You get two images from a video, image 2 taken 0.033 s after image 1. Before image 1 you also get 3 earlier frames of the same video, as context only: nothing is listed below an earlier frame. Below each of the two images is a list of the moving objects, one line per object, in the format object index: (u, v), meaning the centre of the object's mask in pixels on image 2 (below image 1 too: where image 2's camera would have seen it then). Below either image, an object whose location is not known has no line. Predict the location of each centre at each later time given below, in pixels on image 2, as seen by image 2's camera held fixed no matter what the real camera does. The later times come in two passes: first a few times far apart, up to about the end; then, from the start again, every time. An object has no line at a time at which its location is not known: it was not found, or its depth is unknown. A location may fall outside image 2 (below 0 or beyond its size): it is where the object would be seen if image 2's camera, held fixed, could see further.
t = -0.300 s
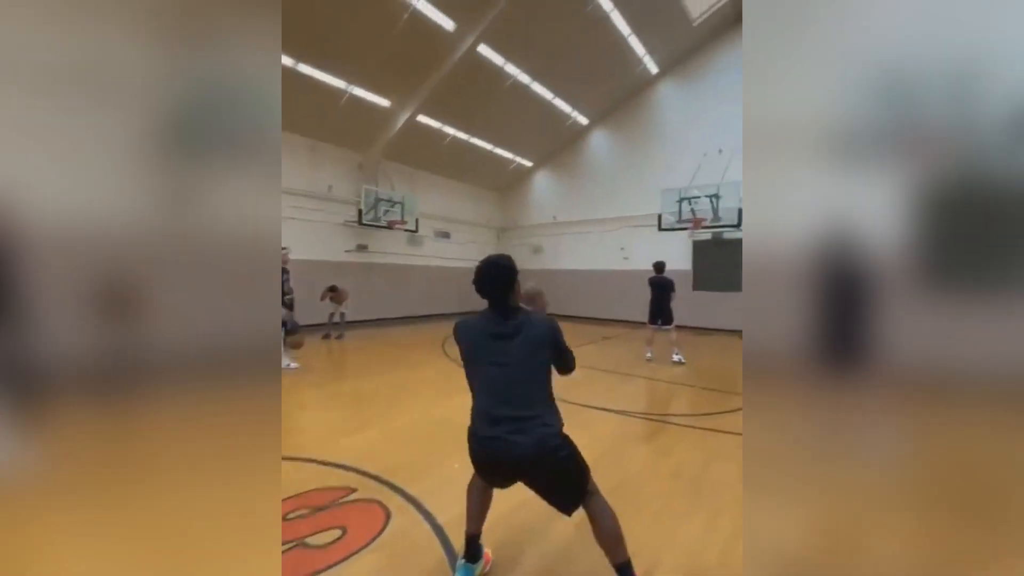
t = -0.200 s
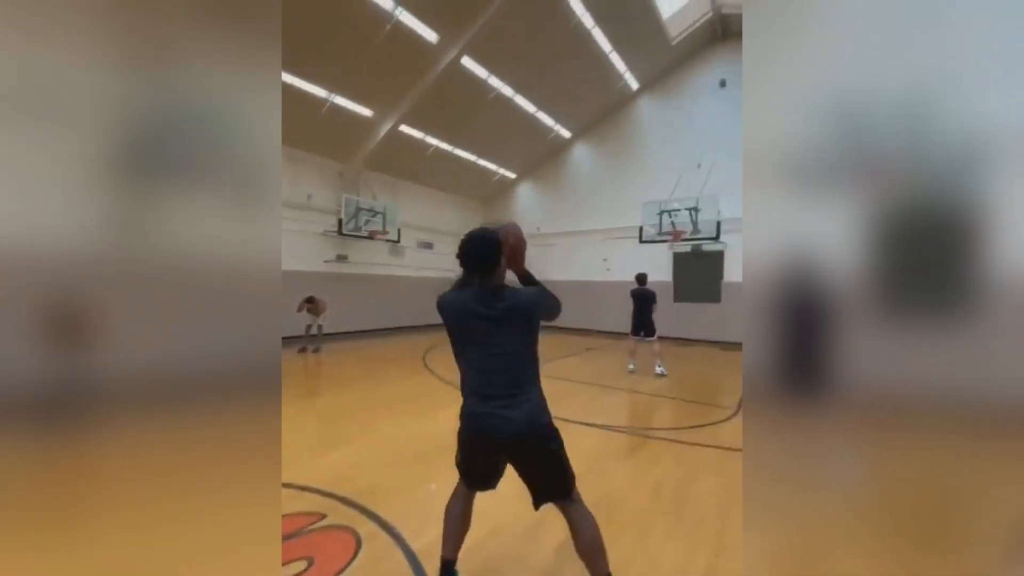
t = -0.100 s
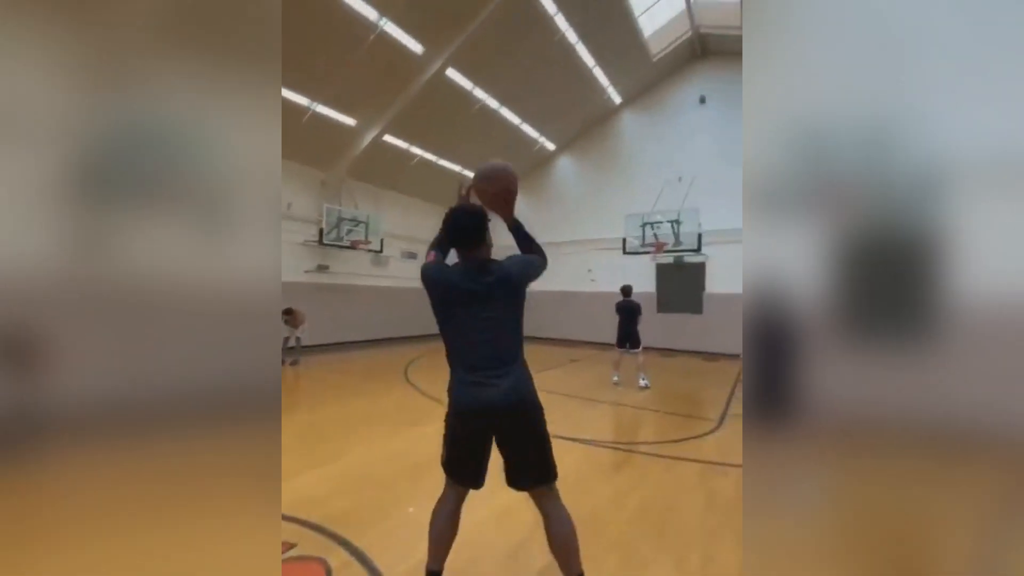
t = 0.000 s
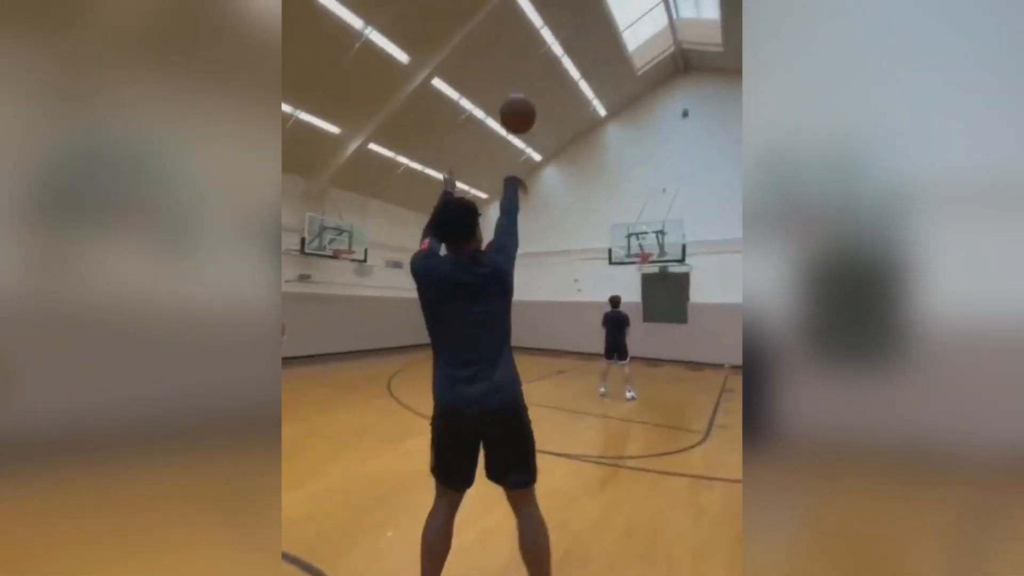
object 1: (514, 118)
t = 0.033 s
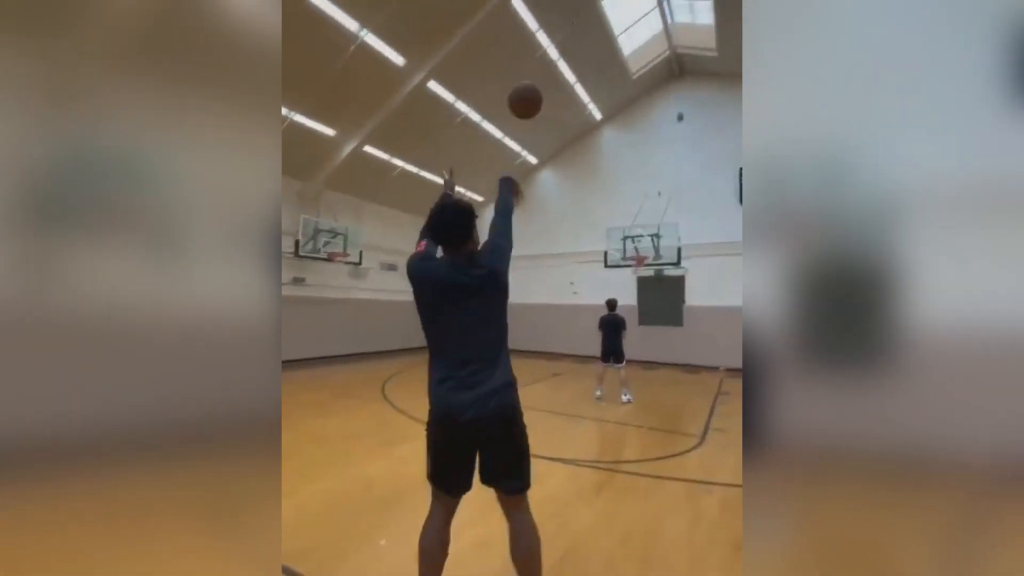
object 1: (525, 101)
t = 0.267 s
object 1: (576, 56)
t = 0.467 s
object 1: (598, 66)
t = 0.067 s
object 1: (535, 88)
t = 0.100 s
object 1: (544, 78)
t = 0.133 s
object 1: (551, 70)
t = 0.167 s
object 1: (559, 65)
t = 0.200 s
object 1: (565, 60)
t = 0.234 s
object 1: (571, 58)
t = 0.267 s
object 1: (576, 56)
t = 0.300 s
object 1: (580, 56)
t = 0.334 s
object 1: (584, 57)
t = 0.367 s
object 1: (588, 58)
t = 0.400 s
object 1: (591, 61)
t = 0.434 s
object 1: (595, 63)
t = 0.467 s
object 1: (598, 66)
